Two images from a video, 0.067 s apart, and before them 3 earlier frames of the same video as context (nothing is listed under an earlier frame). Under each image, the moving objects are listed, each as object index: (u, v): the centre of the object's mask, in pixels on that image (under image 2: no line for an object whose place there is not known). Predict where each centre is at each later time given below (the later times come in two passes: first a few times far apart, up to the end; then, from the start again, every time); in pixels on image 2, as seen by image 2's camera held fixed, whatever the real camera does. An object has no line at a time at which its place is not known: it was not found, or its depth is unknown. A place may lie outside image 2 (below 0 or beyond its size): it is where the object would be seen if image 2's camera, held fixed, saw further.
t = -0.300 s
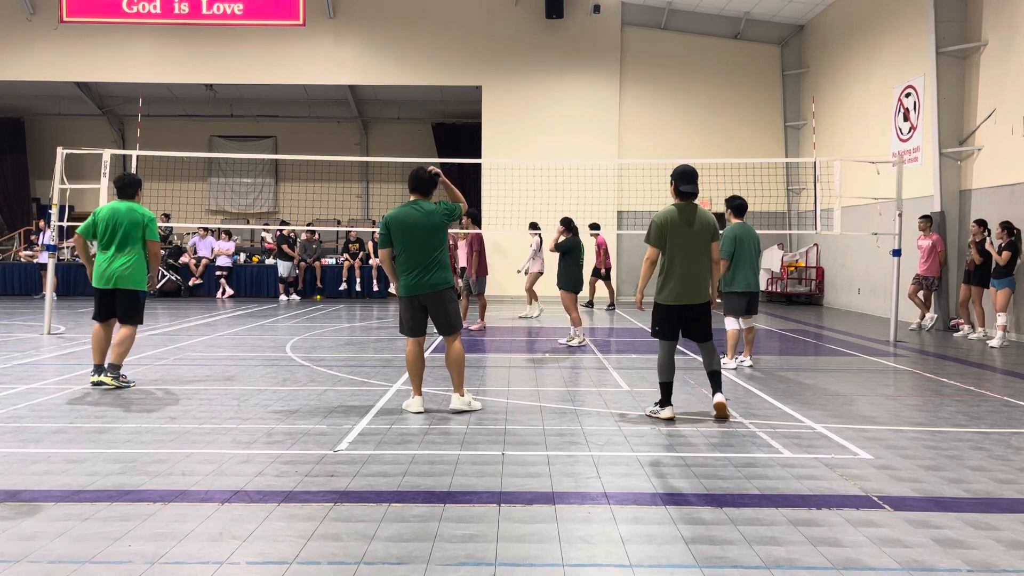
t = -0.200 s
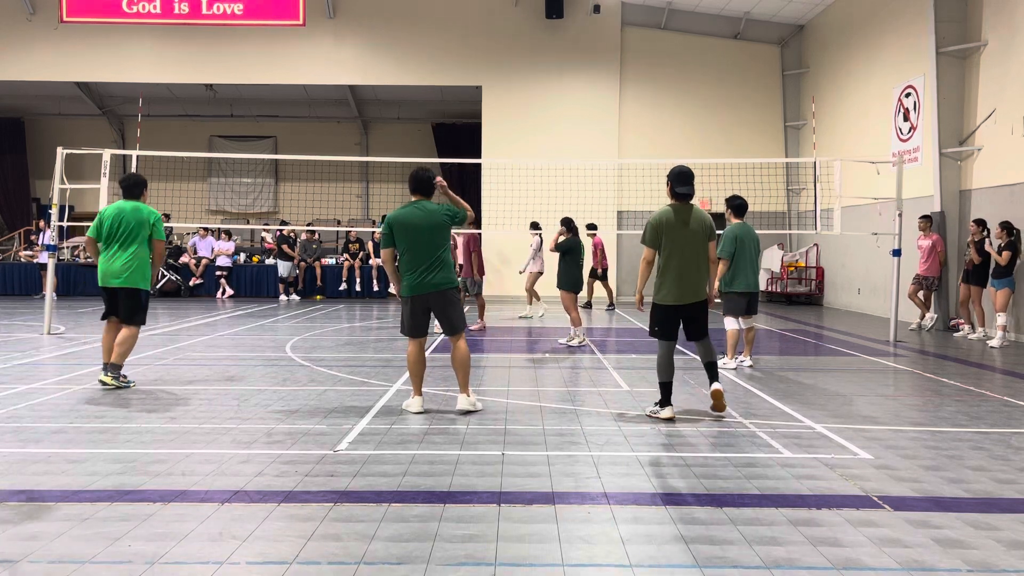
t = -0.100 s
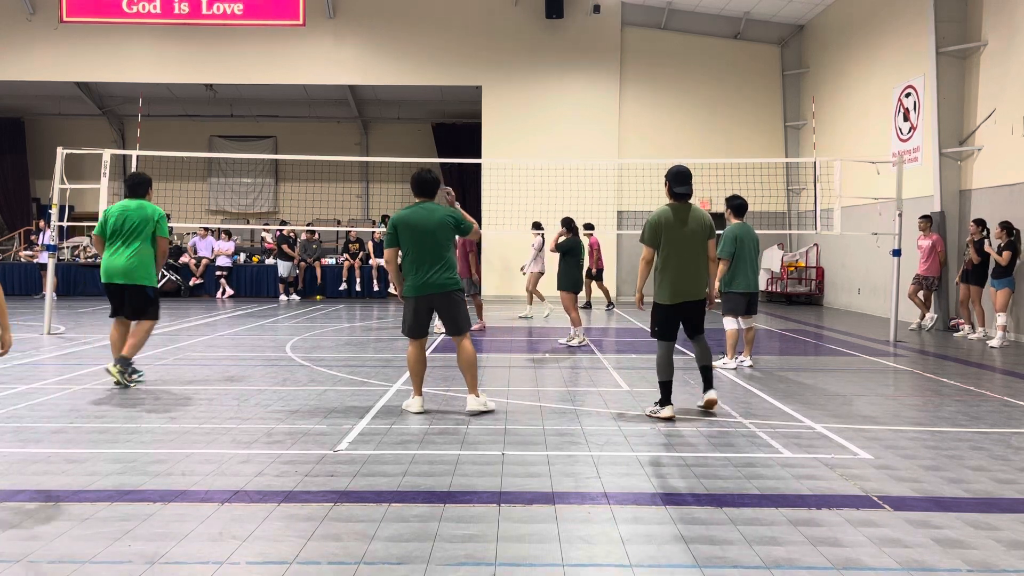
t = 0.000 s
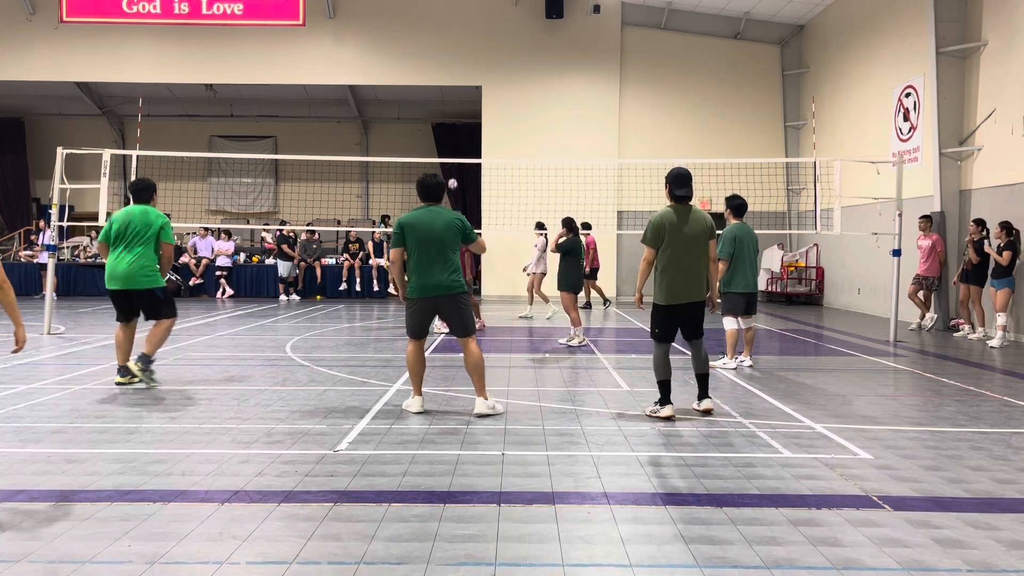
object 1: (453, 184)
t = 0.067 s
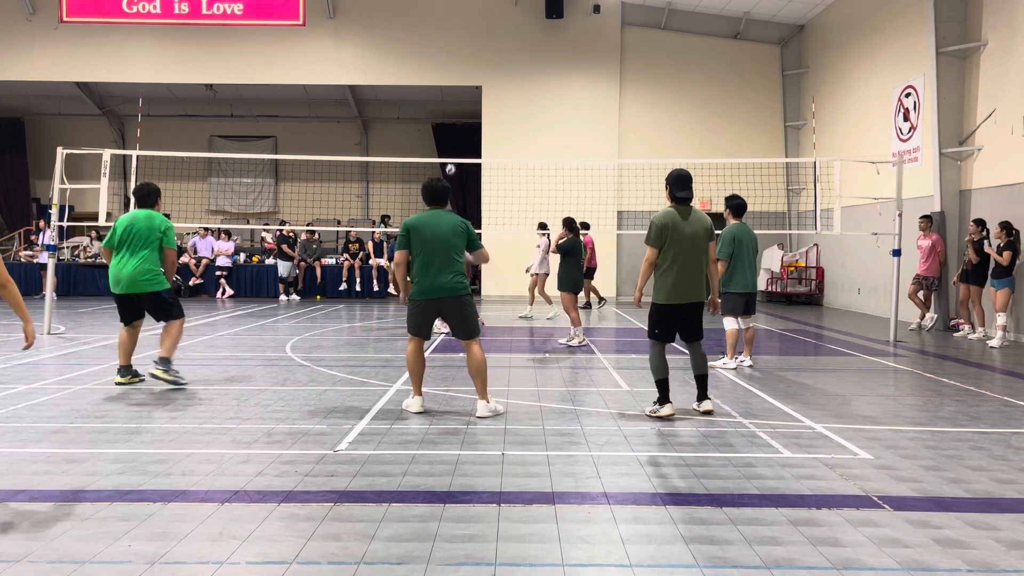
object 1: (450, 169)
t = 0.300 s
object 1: (446, 129)
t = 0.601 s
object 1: (450, 110)
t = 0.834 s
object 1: (452, 135)
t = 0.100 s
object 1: (449, 165)
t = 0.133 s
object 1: (449, 154)
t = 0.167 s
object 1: (448, 150)
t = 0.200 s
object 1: (447, 144)
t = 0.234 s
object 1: (447, 139)
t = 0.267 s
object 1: (446, 134)
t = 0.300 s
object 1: (446, 129)
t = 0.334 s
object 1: (447, 125)
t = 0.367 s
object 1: (447, 122)
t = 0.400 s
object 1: (449, 119)
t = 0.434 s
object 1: (452, 116)
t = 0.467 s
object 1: (453, 115)
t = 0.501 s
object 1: (452, 113)
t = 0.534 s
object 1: (452, 112)
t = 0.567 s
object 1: (450, 110)
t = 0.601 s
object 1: (450, 110)
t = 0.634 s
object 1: (451, 111)
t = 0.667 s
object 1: (452, 112)
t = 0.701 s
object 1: (453, 115)
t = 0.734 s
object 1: (453, 118)
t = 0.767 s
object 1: (452, 122)
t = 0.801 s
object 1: (452, 128)
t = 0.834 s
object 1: (452, 135)
